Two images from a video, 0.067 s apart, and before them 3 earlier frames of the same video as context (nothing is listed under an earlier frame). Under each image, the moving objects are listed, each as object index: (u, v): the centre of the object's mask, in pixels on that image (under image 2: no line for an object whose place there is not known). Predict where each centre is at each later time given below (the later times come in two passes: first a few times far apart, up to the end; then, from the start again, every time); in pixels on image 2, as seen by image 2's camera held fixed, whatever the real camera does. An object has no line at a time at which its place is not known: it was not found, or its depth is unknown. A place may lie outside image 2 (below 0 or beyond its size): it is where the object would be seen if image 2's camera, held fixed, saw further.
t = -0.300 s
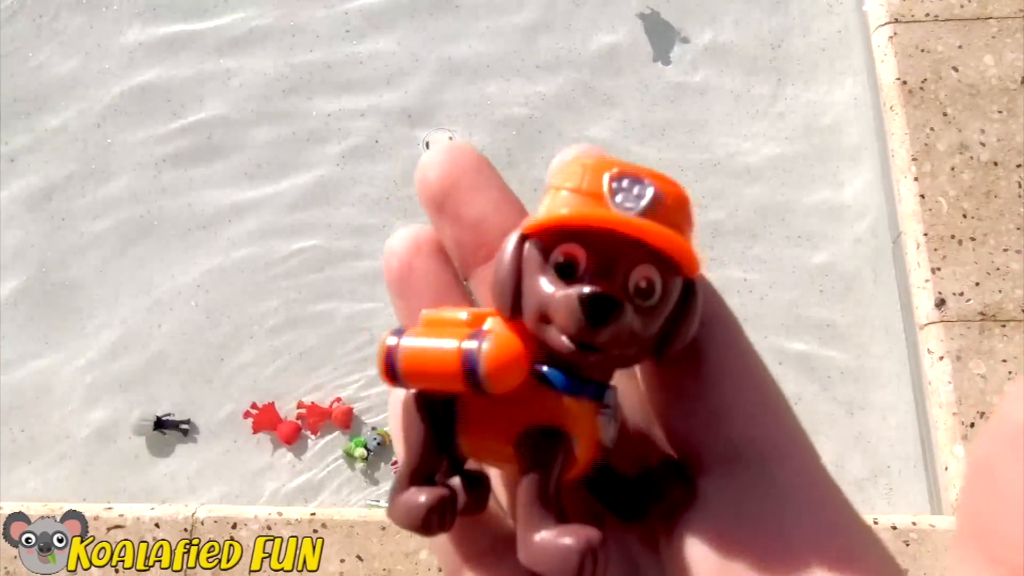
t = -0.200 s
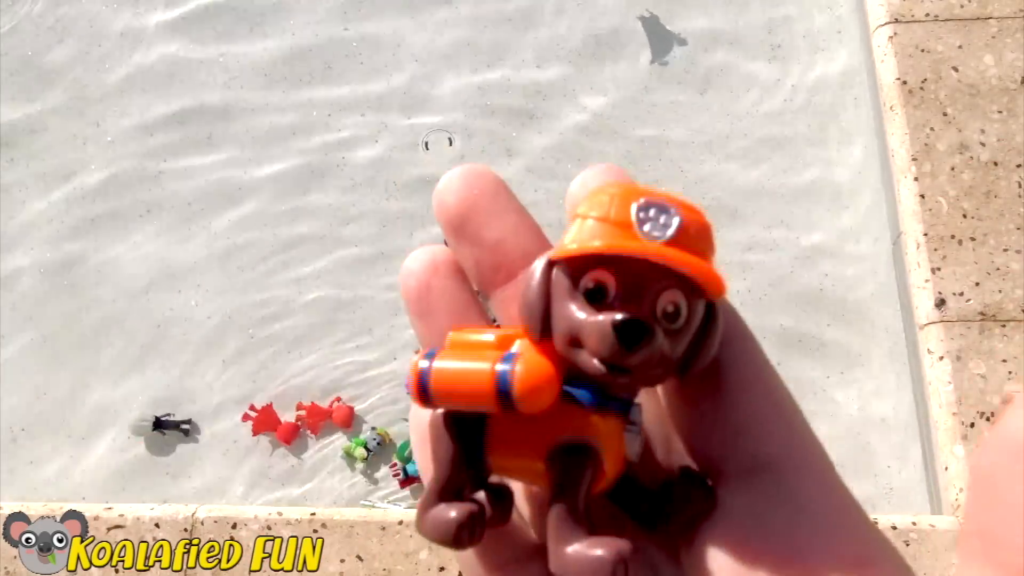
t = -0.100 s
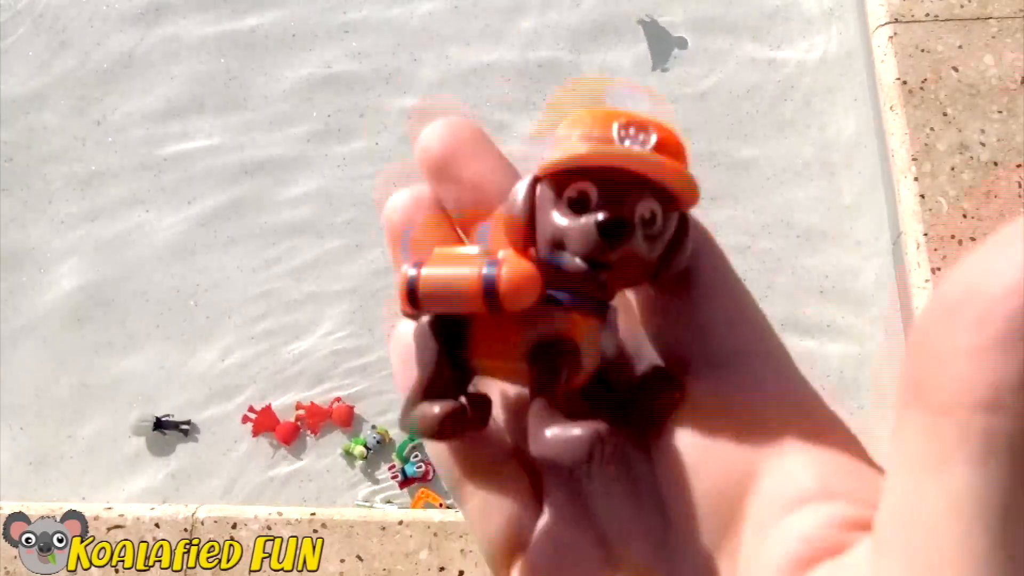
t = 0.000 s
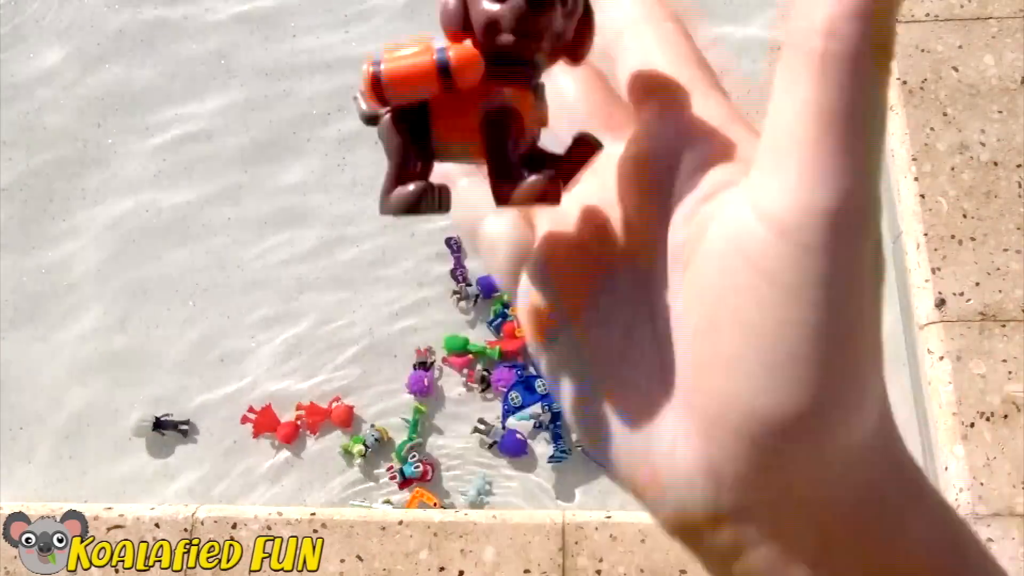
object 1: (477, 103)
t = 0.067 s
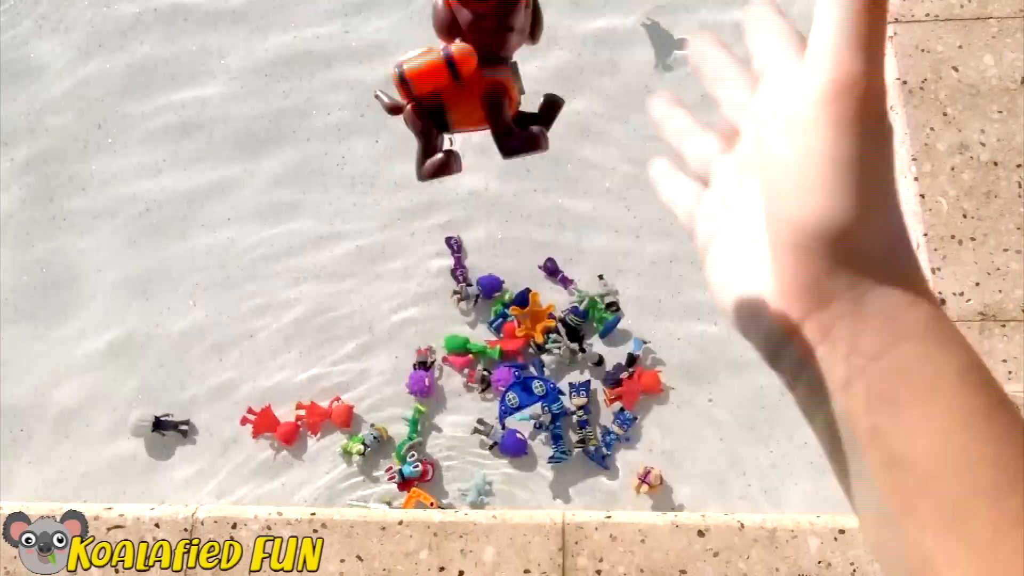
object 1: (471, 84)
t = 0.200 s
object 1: (496, 196)
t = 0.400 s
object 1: (525, 335)
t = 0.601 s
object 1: (521, 349)
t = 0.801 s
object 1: (522, 331)
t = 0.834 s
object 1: (529, 329)
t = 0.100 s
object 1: (477, 91)
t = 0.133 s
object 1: (482, 122)
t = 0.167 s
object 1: (487, 158)
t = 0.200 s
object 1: (496, 196)
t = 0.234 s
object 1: (503, 228)
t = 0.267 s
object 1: (508, 255)
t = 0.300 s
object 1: (516, 286)
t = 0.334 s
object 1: (518, 308)
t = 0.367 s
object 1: (520, 327)
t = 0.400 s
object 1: (525, 335)
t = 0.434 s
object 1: (527, 335)
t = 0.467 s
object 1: (526, 332)
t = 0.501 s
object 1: (523, 333)
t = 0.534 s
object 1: (519, 335)
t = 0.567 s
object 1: (521, 334)
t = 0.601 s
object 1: (521, 349)
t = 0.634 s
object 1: (520, 346)
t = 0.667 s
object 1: (524, 341)
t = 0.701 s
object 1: (528, 340)
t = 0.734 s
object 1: (523, 334)
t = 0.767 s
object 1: (523, 331)
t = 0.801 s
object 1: (522, 331)
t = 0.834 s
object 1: (529, 329)
